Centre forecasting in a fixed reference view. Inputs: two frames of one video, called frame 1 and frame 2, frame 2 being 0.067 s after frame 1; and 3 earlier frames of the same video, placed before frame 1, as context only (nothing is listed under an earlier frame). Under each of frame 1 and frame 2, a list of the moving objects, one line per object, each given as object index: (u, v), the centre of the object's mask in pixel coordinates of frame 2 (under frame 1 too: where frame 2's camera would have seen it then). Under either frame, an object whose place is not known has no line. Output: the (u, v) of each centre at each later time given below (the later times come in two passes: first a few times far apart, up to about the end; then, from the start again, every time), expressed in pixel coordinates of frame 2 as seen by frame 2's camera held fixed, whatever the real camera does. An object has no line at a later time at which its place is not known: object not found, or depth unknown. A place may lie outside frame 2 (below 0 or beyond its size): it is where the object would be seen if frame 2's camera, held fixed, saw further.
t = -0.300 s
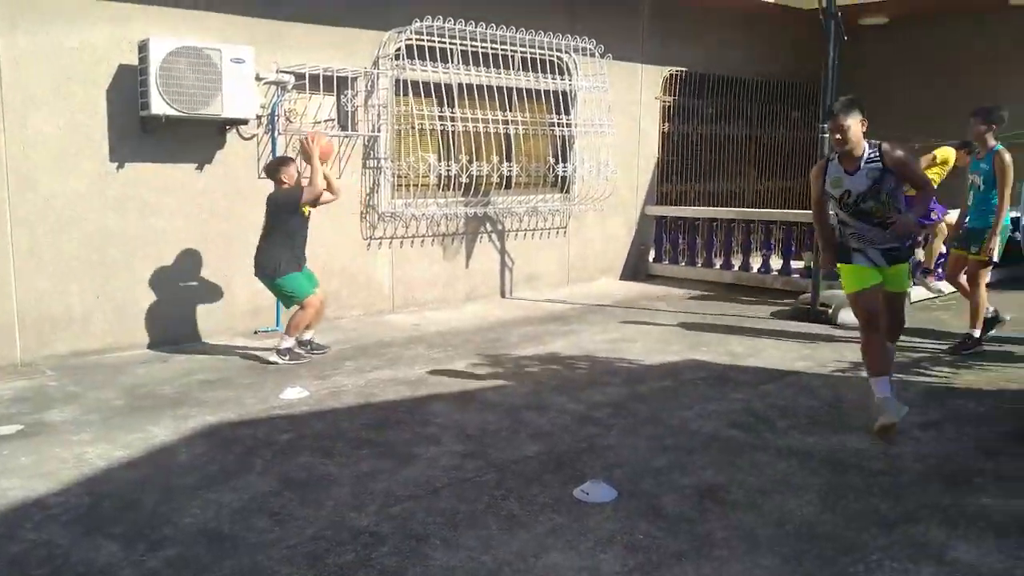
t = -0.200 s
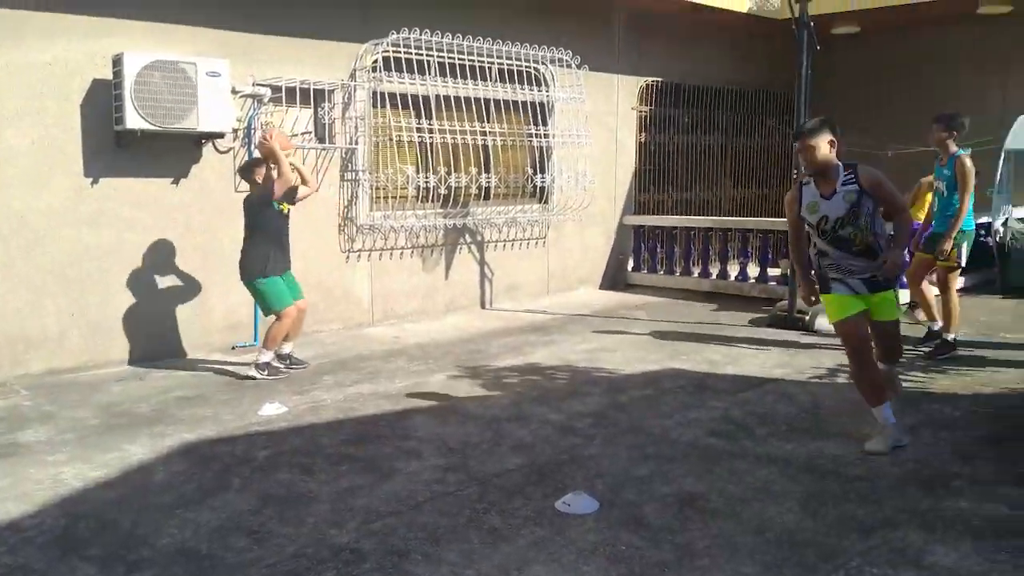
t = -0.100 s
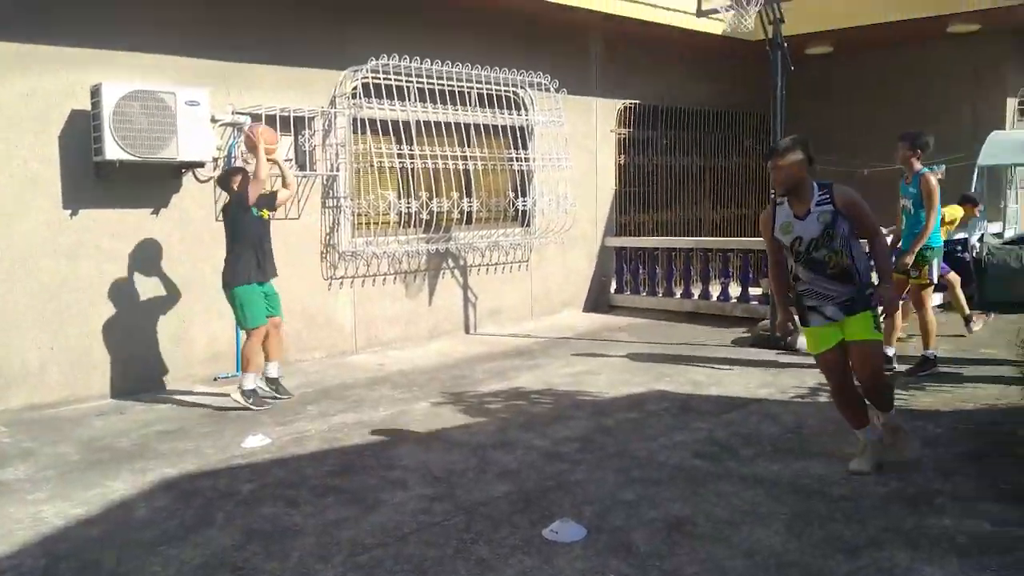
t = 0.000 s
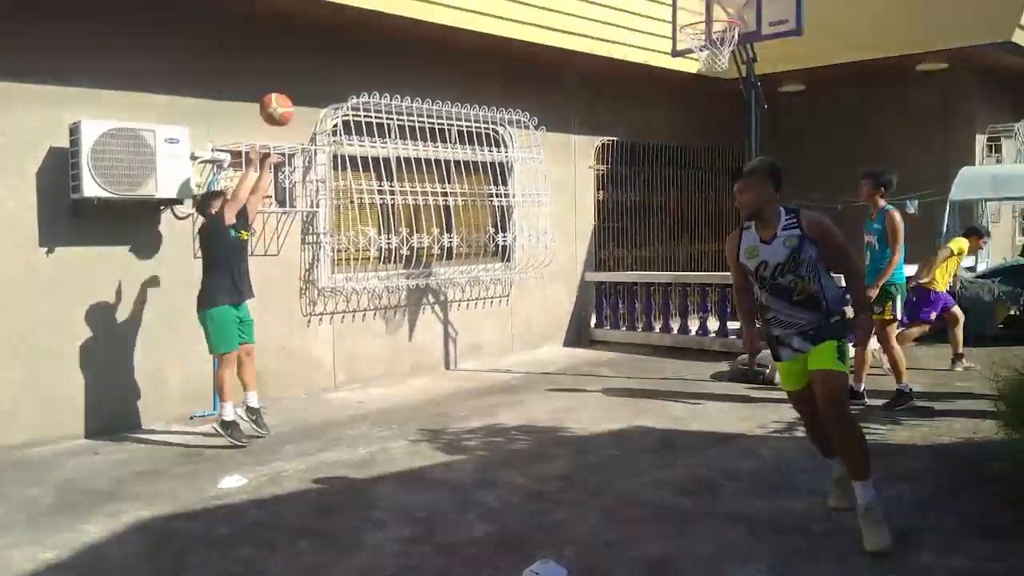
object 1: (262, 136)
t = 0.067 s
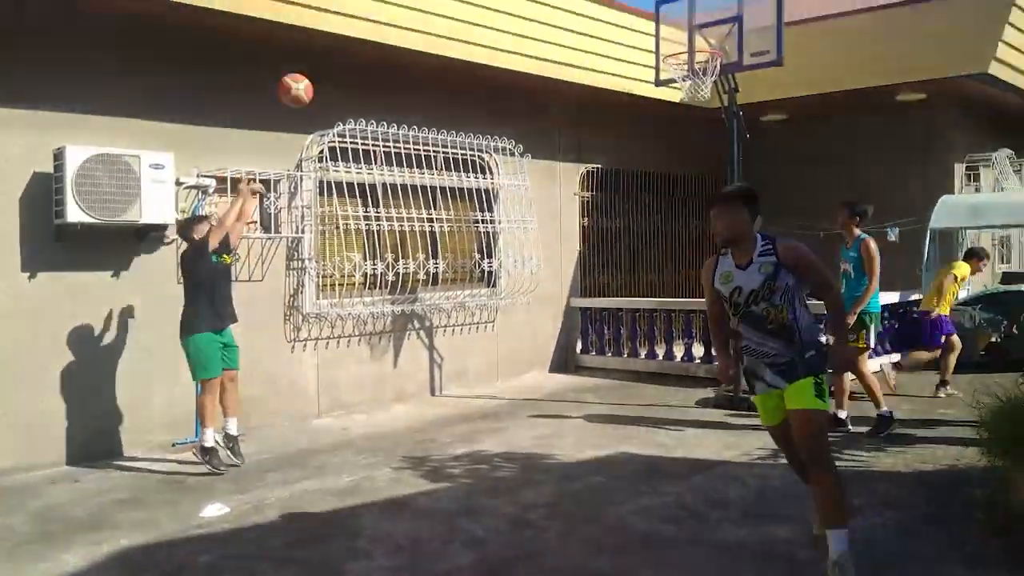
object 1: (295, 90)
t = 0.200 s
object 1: (361, 18)
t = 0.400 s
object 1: (457, -40)
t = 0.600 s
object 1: (546, -46)
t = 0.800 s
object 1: (630, -5)
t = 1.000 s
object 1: (711, 77)
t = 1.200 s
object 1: (708, 120)
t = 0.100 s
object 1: (311, 70)
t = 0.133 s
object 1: (328, 51)
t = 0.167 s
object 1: (344, 34)
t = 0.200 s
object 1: (361, 18)
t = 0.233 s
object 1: (377, 4)
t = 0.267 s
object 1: (393, -7)
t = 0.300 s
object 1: (409, -18)
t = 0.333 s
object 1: (425, -27)
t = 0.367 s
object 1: (441, -34)
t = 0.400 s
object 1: (457, -40)
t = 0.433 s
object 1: (472, -44)
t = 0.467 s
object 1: (487, -47)
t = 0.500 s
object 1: (502, -50)
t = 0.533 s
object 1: (516, -49)
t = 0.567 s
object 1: (531, -48)
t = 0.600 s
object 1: (546, -46)
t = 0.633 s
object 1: (560, -42)
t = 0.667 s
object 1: (574, -37)
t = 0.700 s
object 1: (589, -32)
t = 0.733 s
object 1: (603, -23)
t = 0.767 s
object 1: (617, -15)
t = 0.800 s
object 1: (630, -5)
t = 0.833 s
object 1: (644, 6)
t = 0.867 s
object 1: (657, 20)
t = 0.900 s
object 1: (670, 34)
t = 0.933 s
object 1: (684, 48)
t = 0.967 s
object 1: (698, 67)
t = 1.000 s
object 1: (711, 77)
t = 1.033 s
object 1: (713, 96)
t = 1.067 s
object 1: (716, 93)
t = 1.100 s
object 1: (714, 98)
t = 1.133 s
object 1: (711, 104)
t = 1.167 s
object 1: (710, 112)
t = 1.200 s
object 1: (708, 120)
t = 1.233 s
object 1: (706, 130)
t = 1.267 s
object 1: (705, 141)
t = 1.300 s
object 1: (703, 152)
